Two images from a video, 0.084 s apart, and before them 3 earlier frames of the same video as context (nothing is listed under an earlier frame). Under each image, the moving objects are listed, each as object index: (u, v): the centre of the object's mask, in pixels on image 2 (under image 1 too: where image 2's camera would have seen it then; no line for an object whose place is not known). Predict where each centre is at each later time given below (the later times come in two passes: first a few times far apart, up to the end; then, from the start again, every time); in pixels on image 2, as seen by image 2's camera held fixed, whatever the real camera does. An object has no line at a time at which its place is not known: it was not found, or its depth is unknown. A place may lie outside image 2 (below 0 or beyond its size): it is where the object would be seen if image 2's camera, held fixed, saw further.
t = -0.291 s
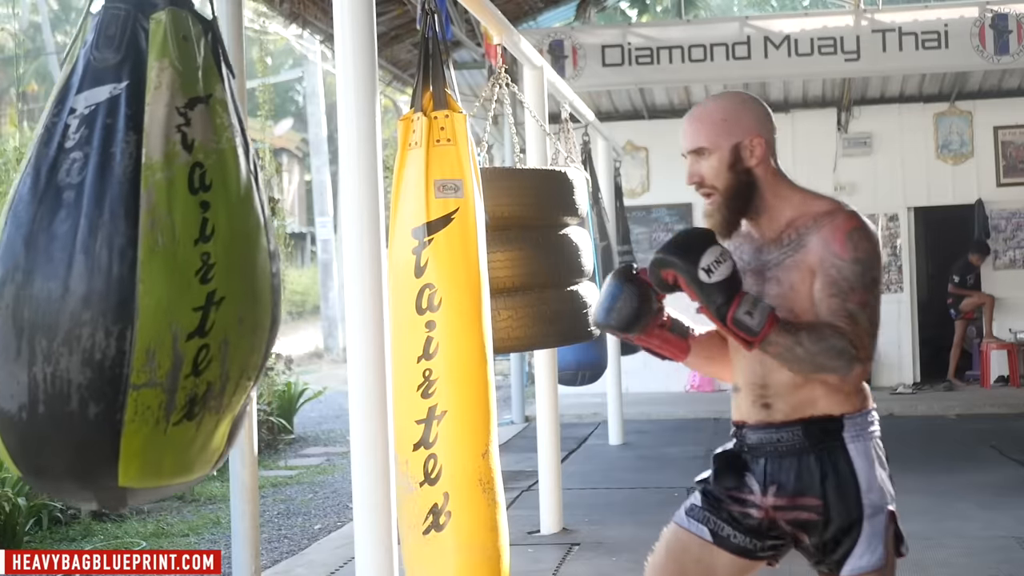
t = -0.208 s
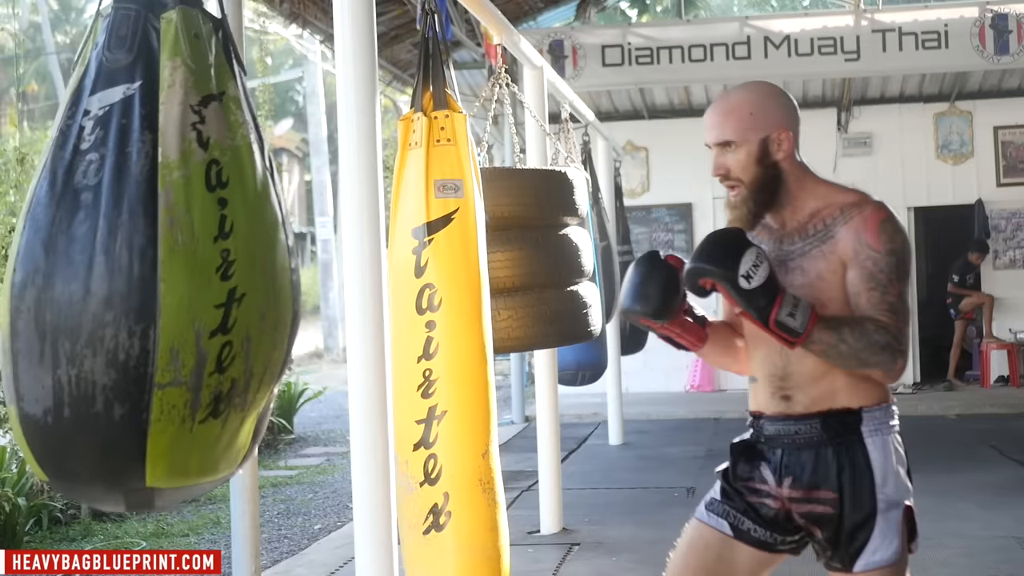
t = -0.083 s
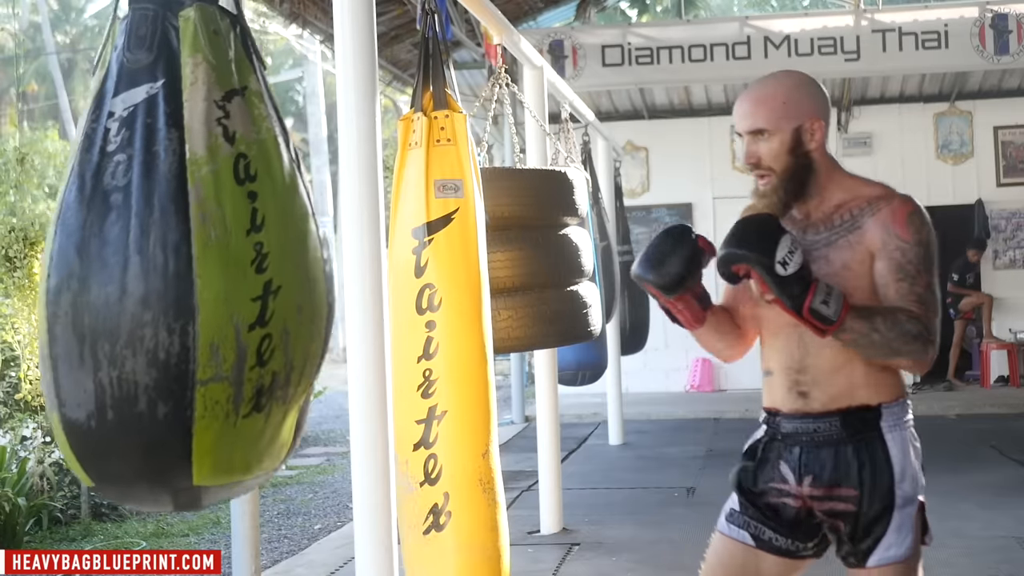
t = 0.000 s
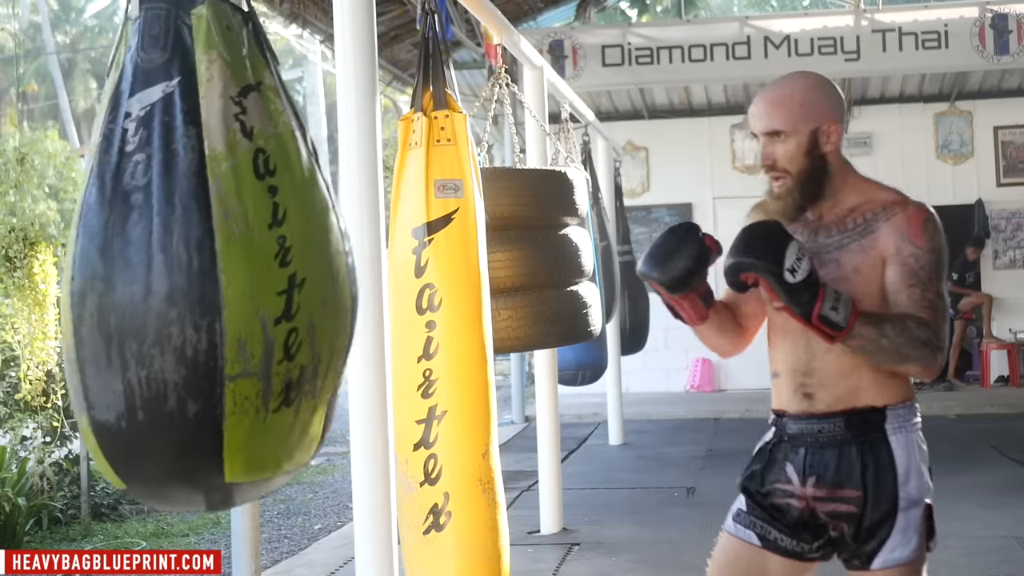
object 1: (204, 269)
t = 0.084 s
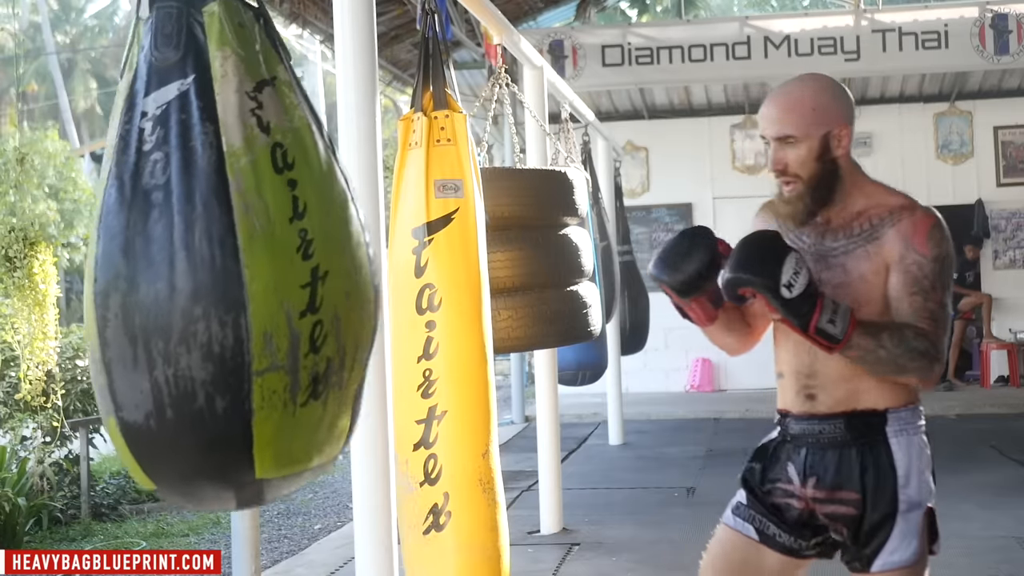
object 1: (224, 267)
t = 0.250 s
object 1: (259, 262)
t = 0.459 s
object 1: (276, 260)
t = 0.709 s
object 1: (255, 263)
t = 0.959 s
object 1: (198, 270)
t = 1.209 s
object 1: (140, 268)
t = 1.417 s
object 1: (120, 258)
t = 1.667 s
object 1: (122, 260)
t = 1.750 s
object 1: (130, 265)
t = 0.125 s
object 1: (234, 266)
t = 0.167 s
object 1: (243, 265)
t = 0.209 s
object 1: (251, 264)
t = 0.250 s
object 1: (259, 262)
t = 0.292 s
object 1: (265, 262)
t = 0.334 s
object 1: (270, 261)
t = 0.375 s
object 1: (273, 260)
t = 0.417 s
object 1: (275, 260)
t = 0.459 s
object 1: (276, 260)
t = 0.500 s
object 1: (276, 260)
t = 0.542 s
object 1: (274, 260)
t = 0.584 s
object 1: (272, 261)
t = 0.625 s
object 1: (267, 261)
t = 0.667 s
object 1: (262, 262)
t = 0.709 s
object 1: (255, 263)
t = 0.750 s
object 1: (248, 264)
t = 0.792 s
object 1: (239, 265)
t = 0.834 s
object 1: (230, 266)
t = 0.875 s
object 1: (220, 267)
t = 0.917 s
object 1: (209, 268)
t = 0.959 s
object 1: (198, 270)
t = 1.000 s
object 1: (187, 271)
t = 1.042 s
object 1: (177, 271)
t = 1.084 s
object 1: (166, 271)
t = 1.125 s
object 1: (155, 271)
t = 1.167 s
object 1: (147, 270)
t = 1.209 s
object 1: (140, 268)
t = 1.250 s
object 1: (134, 266)
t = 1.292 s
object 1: (129, 263)
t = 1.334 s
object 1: (126, 261)
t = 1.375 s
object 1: (123, 260)
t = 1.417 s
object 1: (120, 258)
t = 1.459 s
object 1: (119, 257)
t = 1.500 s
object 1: (118, 257)
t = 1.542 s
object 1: (118, 257)
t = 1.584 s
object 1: (118, 257)
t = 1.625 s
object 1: (120, 259)
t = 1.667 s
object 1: (122, 260)
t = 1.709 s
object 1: (126, 262)
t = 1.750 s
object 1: (130, 265)
